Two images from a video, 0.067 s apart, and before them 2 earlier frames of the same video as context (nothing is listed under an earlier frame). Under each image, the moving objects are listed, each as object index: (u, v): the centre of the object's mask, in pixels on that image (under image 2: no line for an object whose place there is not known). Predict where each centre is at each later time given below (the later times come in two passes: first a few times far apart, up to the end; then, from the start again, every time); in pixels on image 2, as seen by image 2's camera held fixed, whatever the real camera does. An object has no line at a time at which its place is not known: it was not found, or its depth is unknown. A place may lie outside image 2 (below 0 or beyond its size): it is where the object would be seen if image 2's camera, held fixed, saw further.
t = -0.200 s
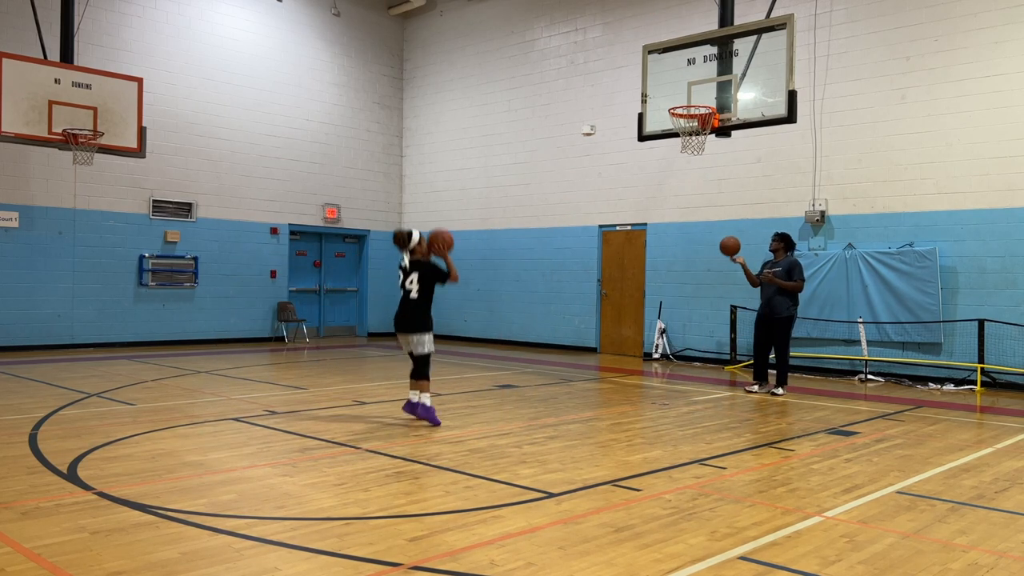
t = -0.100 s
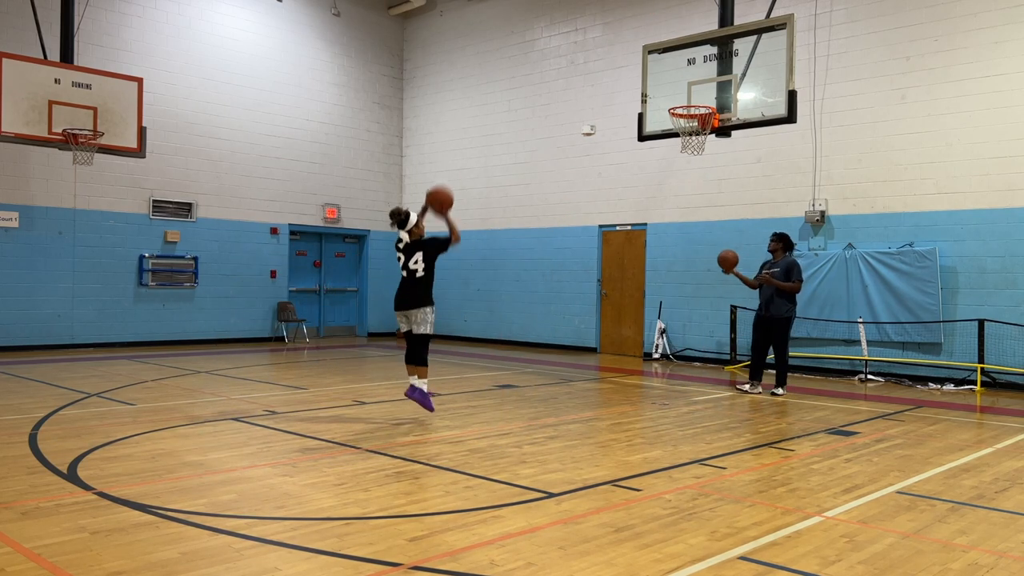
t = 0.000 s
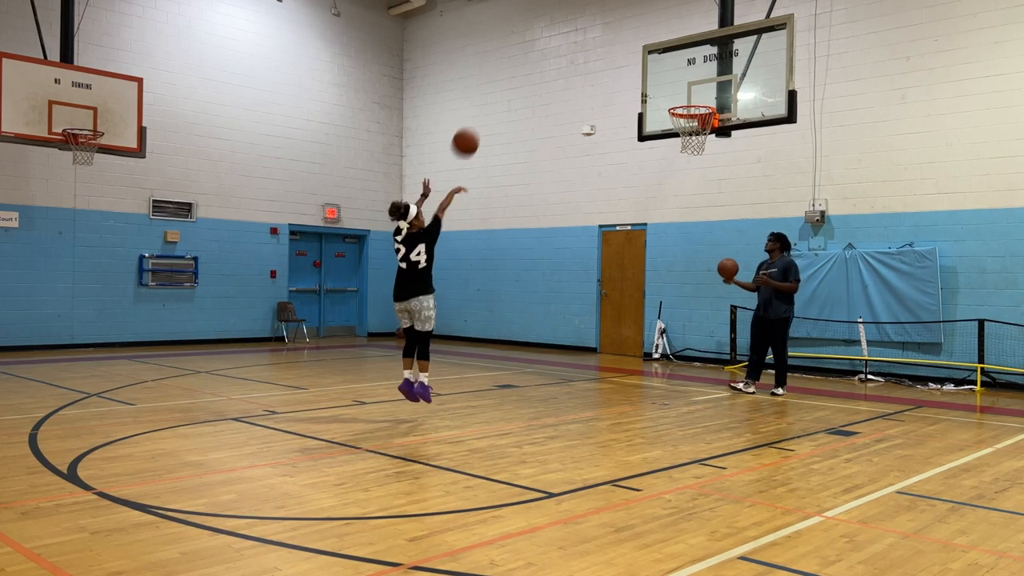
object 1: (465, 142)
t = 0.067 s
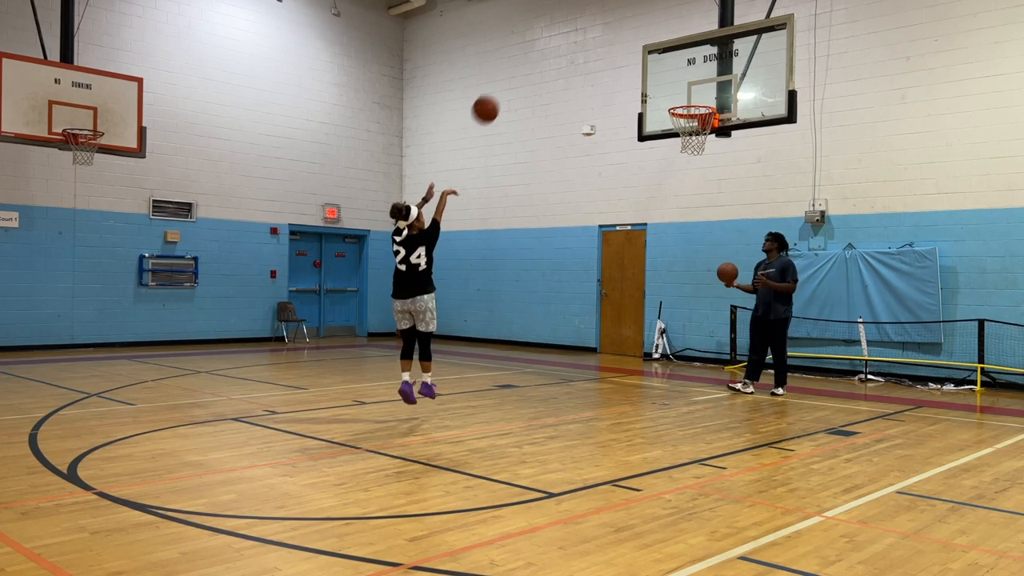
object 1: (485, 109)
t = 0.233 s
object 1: (532, 50)
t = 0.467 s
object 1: (592, 21)
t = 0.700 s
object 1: (644, 46)
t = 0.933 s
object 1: (693, 120)
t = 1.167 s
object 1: (709, 151)
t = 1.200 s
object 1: (711, 157)
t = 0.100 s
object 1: (495, 94)
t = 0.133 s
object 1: (505, 81)
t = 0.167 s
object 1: (514, 70)
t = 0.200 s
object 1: (523, 59)
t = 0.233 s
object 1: (532, 50)
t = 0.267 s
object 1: (541, 43)
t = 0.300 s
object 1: (550, 36)
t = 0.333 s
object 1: (559, 30)
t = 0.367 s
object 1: (567, 26)
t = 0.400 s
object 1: (576, 24)
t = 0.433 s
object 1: (584, 21)
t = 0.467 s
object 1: (592, 21)
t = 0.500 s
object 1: (600, 21)
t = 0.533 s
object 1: (608, 23)
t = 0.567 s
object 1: (615, 25)
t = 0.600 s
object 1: (623, 29)
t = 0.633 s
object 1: (630, 34)
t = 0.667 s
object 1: (637, 39)
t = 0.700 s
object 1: (644, 46)
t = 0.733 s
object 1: (651, 54)
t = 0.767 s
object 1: (658, 62)
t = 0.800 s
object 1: (665, 72)
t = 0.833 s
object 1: (672, 82)
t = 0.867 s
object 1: (679, 93)
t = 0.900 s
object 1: (685, 100)
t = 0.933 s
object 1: (693, 120)
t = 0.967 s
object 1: (696, 129)
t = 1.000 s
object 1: (700, 136)
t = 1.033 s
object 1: (701, 138)
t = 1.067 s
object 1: (703, 142)
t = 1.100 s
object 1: (705, 144)
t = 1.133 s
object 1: (707, 147)
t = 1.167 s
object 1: (709, 151)
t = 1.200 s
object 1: (711, 157)
